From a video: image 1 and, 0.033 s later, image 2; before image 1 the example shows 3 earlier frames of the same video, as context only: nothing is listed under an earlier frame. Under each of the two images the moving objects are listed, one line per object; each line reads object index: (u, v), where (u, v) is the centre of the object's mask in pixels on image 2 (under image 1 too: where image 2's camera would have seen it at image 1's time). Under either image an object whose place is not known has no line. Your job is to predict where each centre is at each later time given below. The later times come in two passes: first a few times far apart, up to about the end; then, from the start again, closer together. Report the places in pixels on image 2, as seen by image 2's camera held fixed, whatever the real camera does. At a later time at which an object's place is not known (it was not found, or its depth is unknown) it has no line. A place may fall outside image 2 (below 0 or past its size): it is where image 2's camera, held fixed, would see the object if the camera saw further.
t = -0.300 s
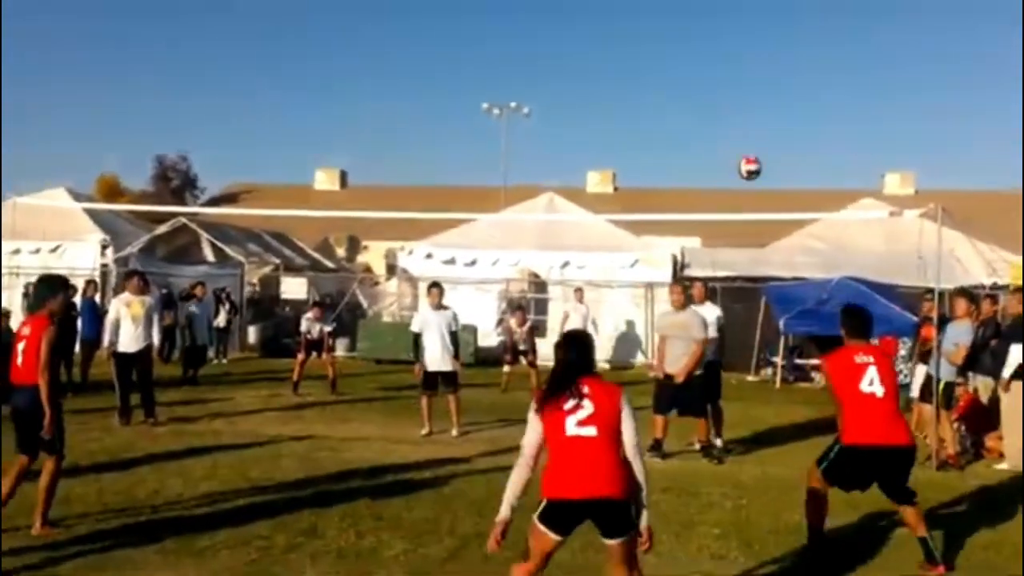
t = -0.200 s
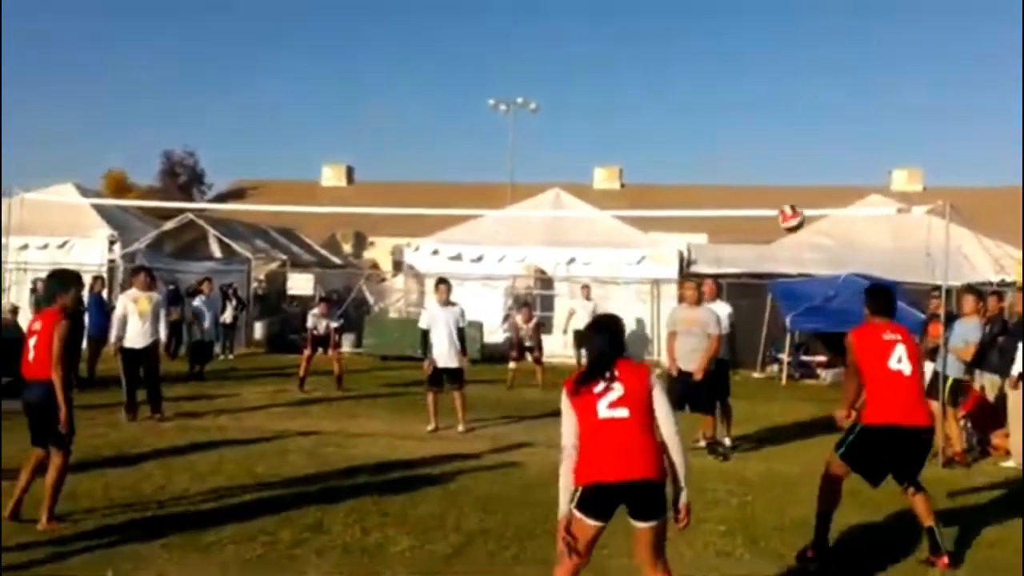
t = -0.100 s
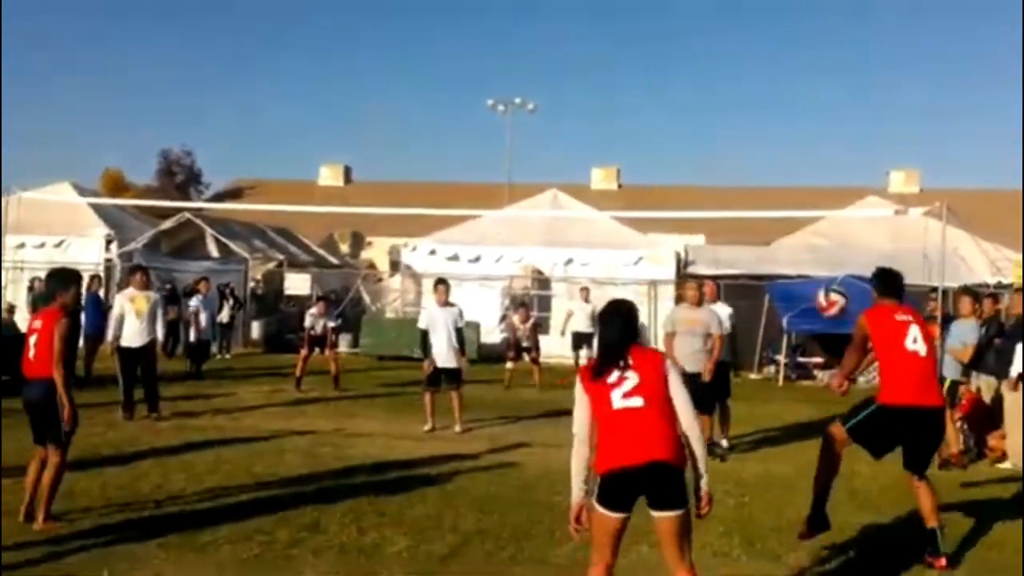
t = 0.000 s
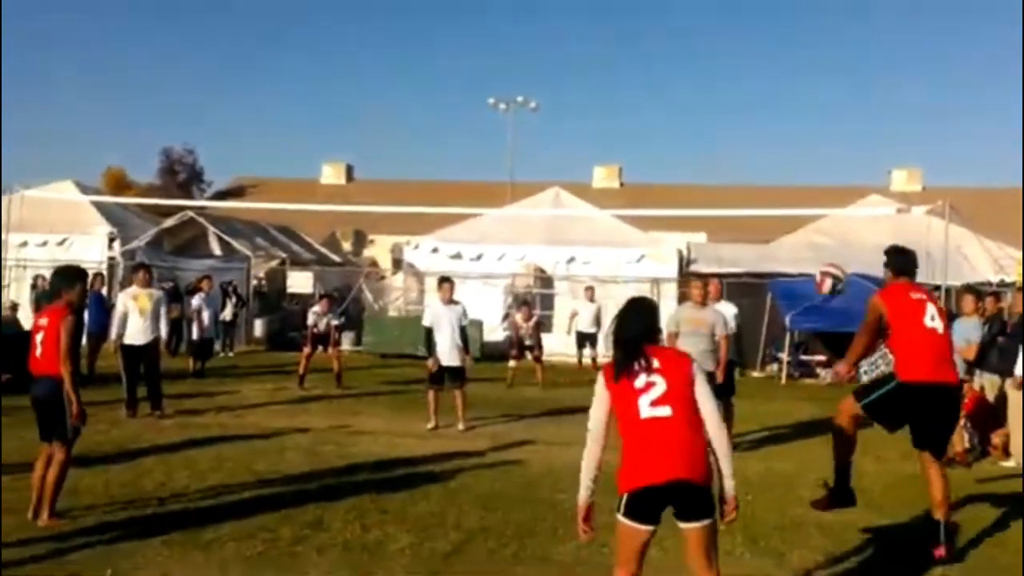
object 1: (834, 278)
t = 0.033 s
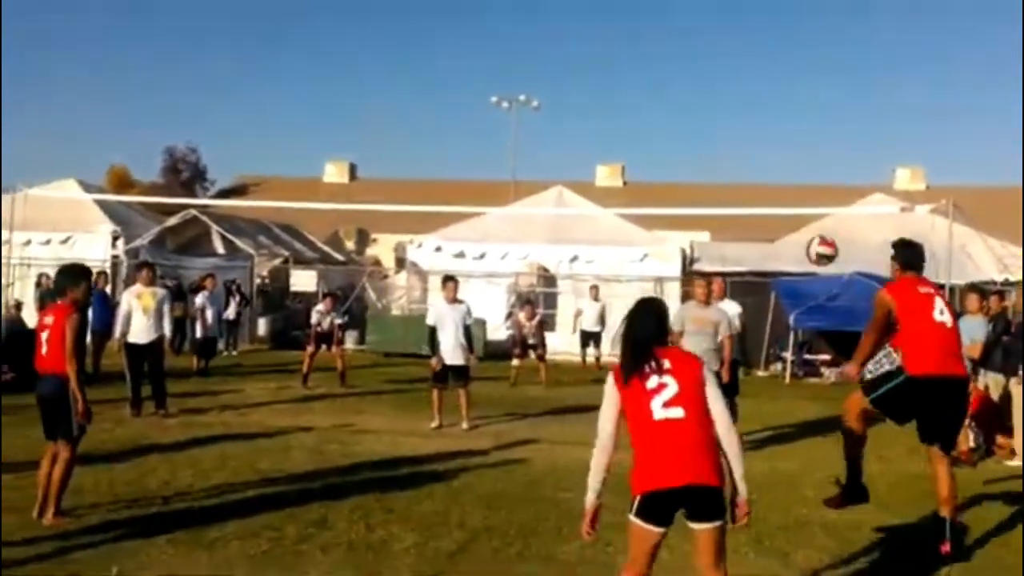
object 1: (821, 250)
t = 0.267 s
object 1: (743, 108)
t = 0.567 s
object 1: (656, 54)
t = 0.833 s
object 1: (590, 103)
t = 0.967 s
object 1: (561, 155)
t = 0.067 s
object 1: (809, 224)
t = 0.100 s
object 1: (798, 199)
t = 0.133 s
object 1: (787, 176)
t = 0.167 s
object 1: (775, 157)
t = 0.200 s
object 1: (764, 138)
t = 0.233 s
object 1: (753, 122)
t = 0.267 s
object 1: (743, 108)
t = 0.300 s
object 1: (732, 95)
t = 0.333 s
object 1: (721, 85)
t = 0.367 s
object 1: (712, 75)
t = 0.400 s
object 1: (702, 67)
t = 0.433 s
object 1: (694, 61)
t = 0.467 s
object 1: (684, 57)
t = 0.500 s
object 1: (674, 55)
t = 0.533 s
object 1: (665, 54)
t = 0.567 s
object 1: (656, 54)
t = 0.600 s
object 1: (647, 55)
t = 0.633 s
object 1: (638, 59)
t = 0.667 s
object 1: (630, 63)
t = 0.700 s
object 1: (621, 68)
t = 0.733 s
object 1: (615, 75)
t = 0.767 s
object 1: (606, 83)
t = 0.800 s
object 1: (598, 93)
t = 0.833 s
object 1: (590, 103)
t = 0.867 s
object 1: (582, 115)
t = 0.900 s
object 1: (575, 127)
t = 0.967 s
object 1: (561, 155)
